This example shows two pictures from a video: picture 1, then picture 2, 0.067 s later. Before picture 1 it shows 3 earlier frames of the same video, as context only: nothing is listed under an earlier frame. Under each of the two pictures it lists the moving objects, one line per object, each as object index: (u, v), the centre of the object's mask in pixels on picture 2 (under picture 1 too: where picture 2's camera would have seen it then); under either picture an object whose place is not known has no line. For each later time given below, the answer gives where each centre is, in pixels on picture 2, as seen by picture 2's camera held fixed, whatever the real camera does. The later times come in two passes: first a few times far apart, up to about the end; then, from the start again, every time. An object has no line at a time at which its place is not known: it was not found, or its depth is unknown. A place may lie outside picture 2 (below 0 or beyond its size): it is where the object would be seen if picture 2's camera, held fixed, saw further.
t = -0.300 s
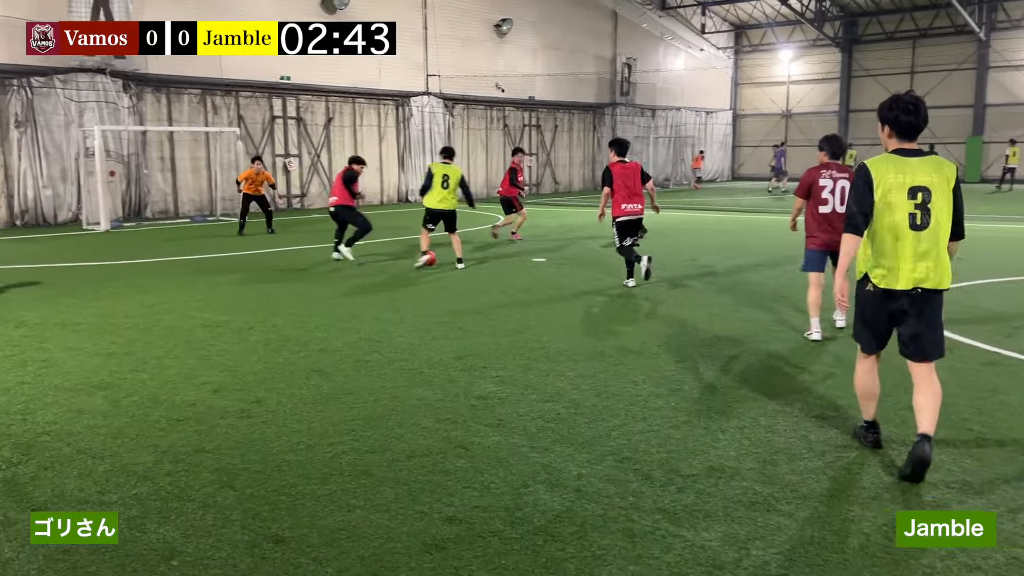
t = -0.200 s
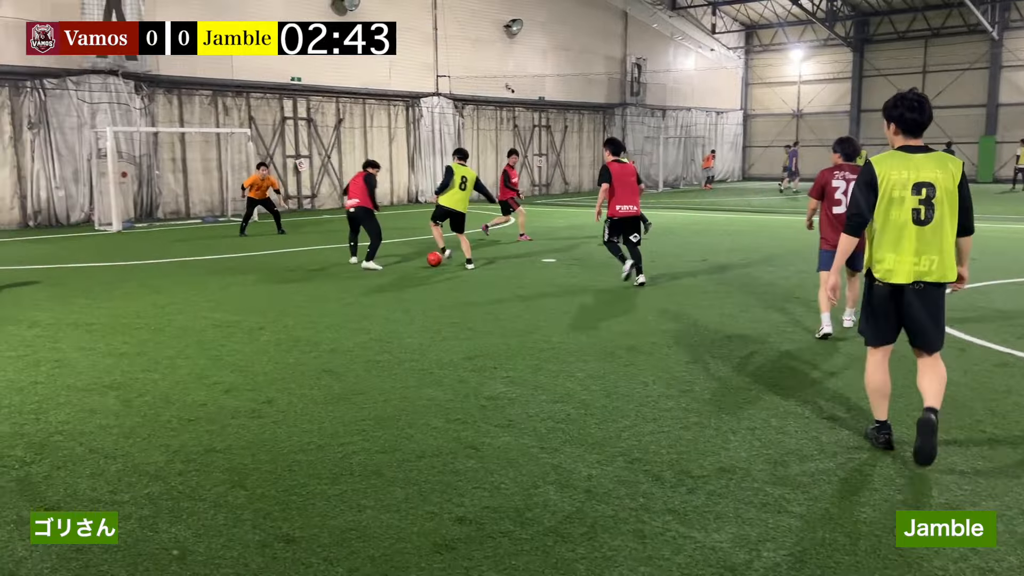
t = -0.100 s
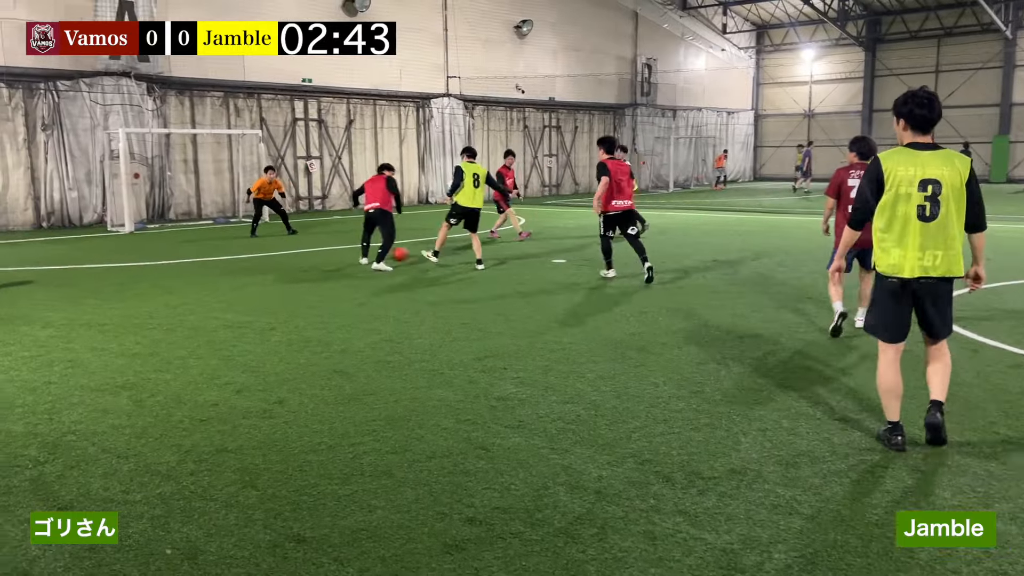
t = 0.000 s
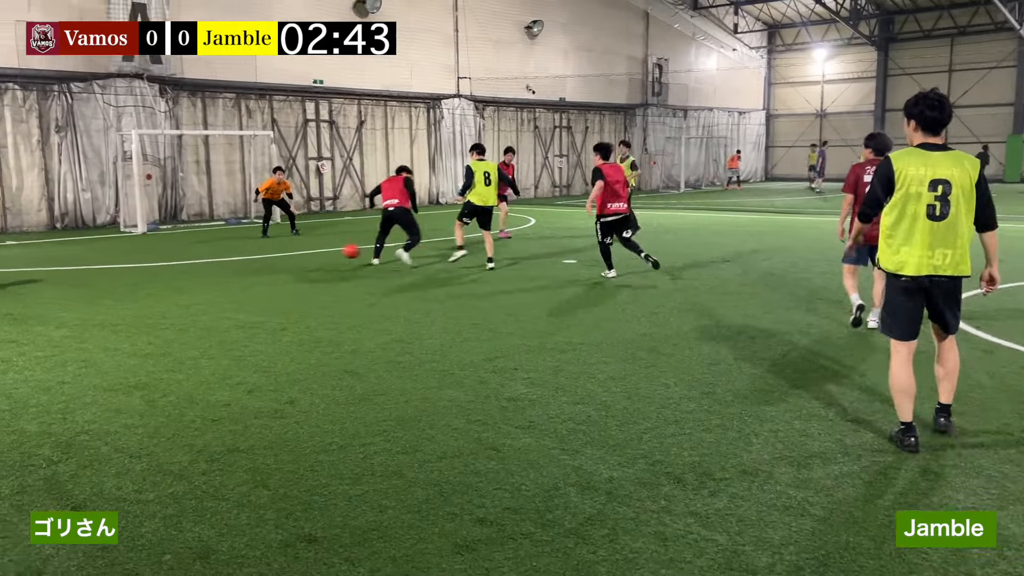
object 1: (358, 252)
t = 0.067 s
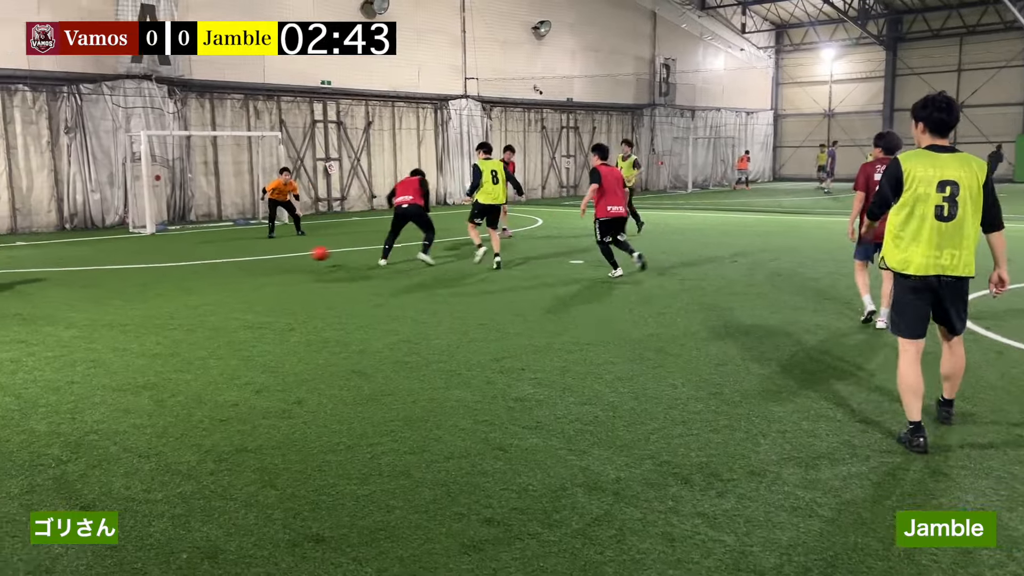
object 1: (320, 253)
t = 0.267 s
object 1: (218, 261)
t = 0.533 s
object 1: (119, 265)
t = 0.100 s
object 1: (301, 255)
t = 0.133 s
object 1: (283, 257)
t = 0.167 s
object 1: (264, 261)
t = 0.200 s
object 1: (248, 263)
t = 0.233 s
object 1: (232, 261)
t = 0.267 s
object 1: (218, 261)
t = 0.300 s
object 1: (204, 261)
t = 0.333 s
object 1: (190, 263)
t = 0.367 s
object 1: (177, 264)
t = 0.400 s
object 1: (164, 264)
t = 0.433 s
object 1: (152, 264)
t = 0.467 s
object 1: (141, 264)
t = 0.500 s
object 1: (130, 265)
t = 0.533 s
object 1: (119, 265)
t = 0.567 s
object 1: (108, 266)
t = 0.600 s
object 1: (97, 266)
